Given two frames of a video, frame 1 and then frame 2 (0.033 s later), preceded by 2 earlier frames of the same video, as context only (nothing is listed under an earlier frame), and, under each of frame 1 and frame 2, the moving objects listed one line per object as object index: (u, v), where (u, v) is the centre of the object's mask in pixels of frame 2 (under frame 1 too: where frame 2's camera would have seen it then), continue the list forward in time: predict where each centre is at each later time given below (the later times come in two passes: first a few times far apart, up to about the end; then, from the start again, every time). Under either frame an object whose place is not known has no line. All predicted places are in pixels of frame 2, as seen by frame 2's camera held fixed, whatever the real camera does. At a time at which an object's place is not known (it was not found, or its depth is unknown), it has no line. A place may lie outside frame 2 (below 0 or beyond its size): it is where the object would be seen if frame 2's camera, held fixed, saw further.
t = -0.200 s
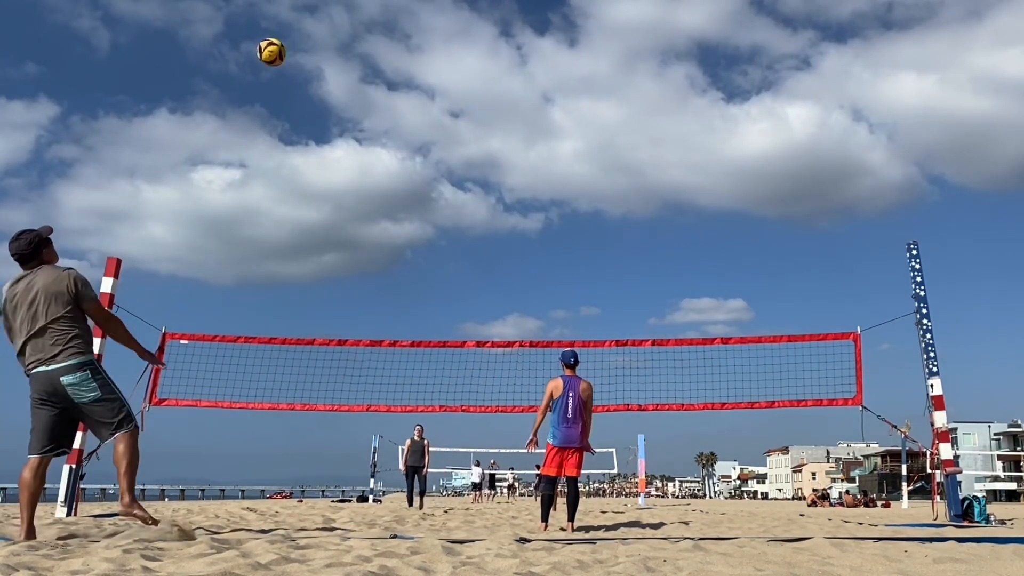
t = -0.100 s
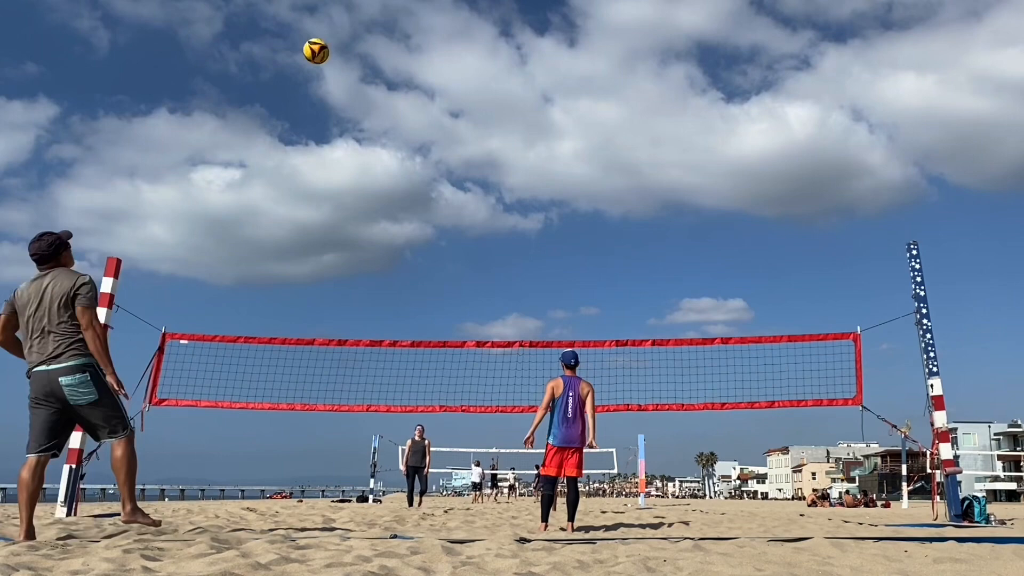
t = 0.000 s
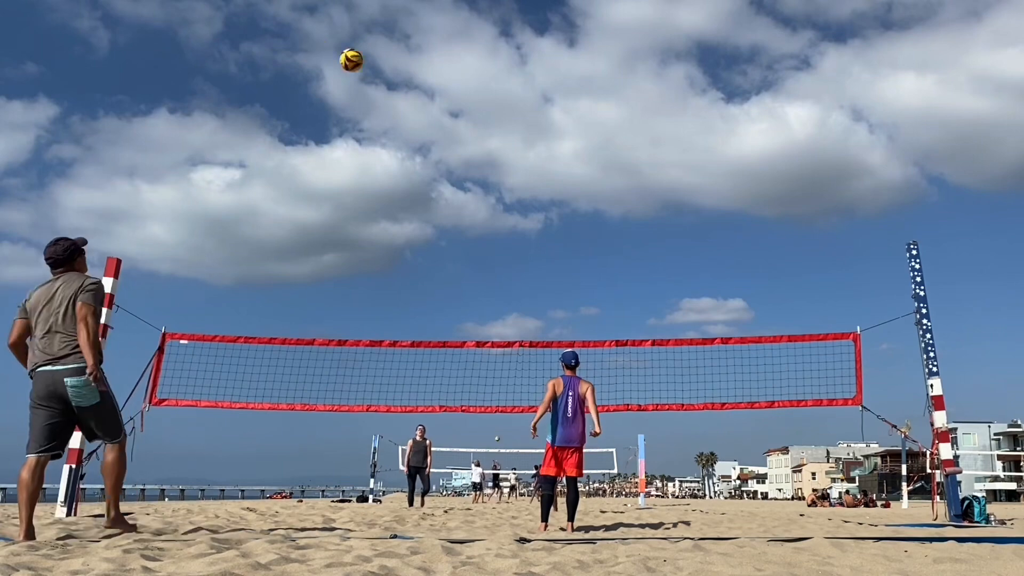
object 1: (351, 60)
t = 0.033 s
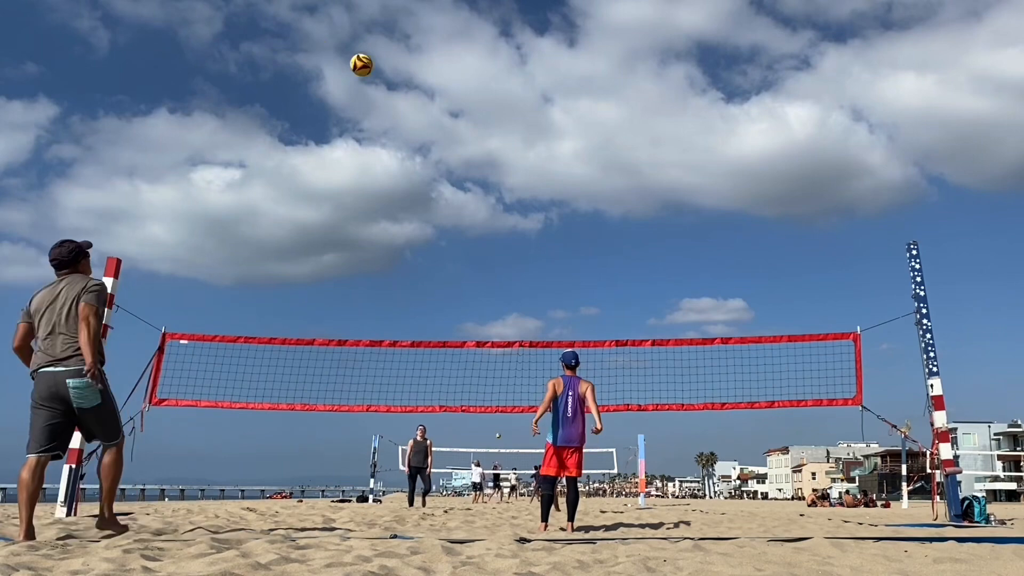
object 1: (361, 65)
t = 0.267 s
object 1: (419, 115)
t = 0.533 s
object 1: (462, 200)
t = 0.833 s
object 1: (496, 319)
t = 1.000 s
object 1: (511, 393)
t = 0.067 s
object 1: (371, 70)
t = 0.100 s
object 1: (380, 76)
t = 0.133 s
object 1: (389, 83)
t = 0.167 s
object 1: (397, 90)
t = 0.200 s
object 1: (404, 98)
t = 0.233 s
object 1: (412, 106)
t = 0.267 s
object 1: (419, 115)
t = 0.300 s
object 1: (425, 125)
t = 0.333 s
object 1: (431, 135)
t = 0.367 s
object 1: (437, 145)
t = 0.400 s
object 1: (443, 155)
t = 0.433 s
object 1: (448, 166)
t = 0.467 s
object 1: (453, 177)
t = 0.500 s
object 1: (458, 189)
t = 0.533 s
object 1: (462, 200)
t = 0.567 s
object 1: (467, 212)
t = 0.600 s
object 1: (471, 225)
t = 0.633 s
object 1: (475, 237)
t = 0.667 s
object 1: (479, 251)
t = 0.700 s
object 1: (482, 264)
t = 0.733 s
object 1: (486, 277)
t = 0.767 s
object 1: (490, 290)
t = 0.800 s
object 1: (493, 304)
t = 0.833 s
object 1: (496, 319)
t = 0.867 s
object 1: (499, 333)
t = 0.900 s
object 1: (502, 351)
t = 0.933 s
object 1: (505, 362)
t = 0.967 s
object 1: (508, 378)
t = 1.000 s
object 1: (511, 393)
